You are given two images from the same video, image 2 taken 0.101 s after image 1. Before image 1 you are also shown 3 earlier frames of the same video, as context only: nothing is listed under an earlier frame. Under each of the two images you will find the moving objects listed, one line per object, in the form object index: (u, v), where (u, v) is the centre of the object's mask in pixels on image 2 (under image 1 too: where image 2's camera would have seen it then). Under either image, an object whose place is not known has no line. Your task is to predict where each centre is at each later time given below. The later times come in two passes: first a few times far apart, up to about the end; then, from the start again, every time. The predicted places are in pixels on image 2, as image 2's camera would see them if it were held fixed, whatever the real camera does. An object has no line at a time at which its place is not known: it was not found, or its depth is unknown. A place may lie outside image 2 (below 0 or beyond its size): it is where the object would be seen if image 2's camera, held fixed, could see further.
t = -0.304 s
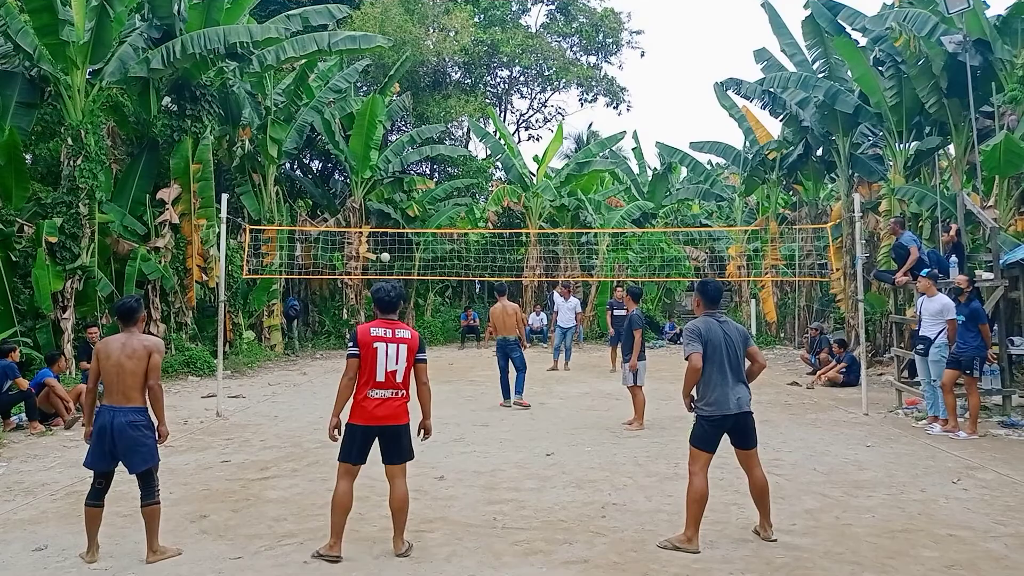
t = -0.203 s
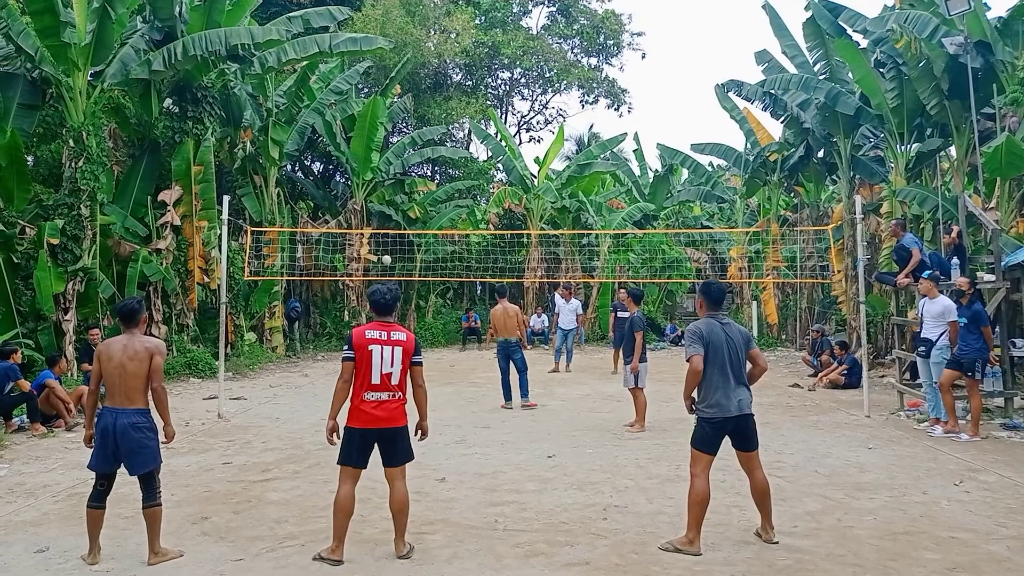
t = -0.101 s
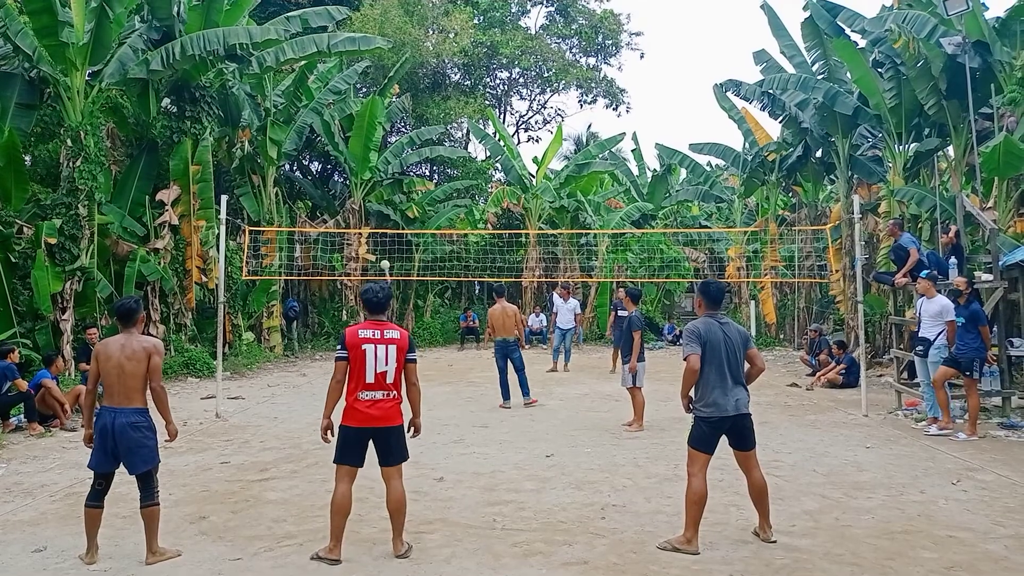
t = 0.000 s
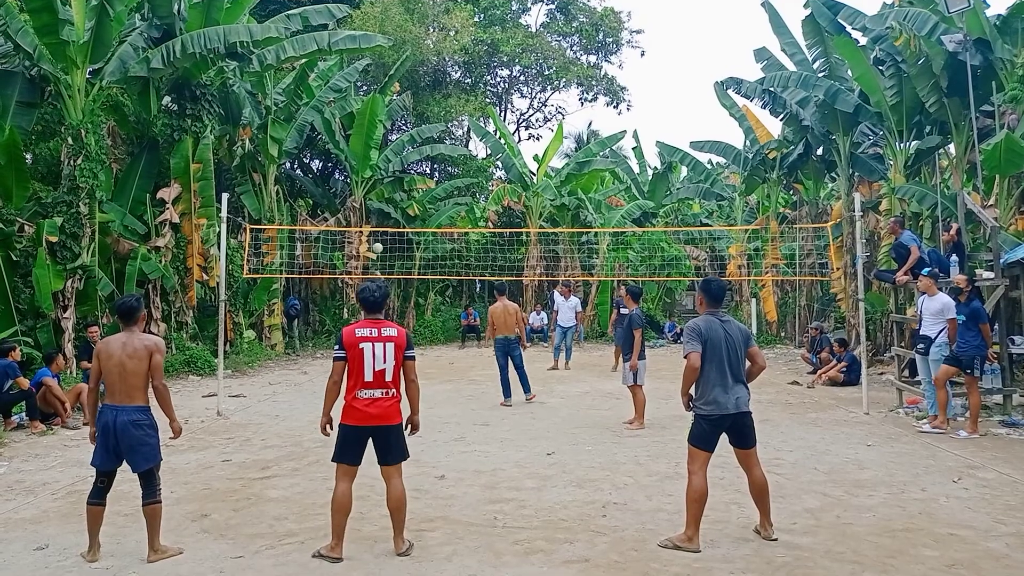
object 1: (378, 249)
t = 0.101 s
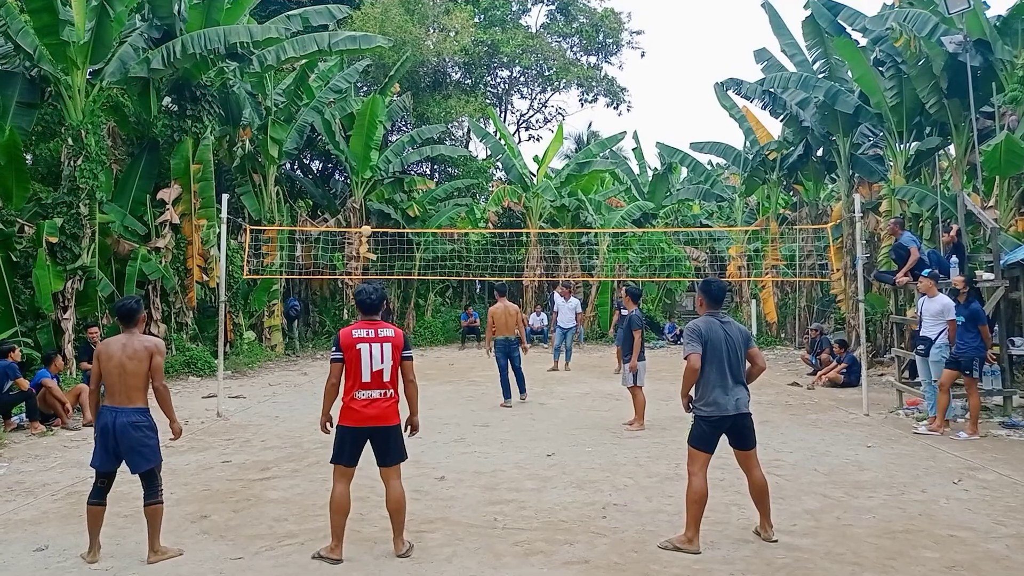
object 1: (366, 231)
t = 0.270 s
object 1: (340, 206)
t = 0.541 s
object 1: (281, 187)
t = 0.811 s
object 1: (181, 235)
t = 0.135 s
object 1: (361, 224)
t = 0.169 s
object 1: (356, 221)
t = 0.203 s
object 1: (351, 215)
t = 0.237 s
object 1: (346, 210)
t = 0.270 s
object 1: (340, 206)
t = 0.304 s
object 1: (334, 202)
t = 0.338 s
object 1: (327, 198)
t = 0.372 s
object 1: (321, 194)
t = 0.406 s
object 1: (314, 191)
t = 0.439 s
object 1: (306, 189)
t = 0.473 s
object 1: (298, 187)
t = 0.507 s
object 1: (290, 187)
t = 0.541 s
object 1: (281, 187)
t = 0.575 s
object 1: (271, 188)
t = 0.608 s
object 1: (261, 190)
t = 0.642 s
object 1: (250, 193)
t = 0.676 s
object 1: (239, 198)
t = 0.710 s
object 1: (226, 204)
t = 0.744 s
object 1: (211, 211)
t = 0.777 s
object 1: (198, 222)
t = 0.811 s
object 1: (181, 235)
